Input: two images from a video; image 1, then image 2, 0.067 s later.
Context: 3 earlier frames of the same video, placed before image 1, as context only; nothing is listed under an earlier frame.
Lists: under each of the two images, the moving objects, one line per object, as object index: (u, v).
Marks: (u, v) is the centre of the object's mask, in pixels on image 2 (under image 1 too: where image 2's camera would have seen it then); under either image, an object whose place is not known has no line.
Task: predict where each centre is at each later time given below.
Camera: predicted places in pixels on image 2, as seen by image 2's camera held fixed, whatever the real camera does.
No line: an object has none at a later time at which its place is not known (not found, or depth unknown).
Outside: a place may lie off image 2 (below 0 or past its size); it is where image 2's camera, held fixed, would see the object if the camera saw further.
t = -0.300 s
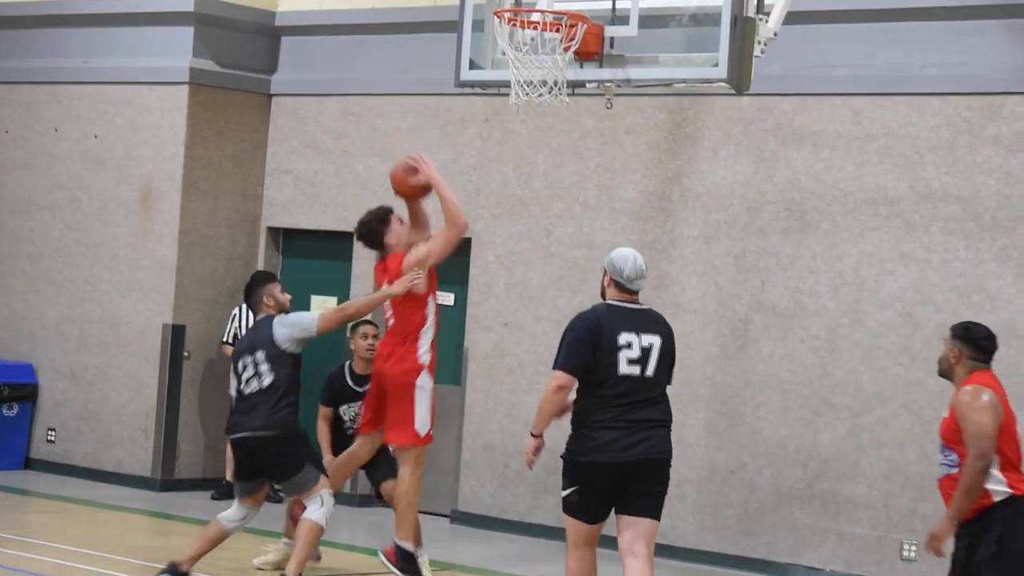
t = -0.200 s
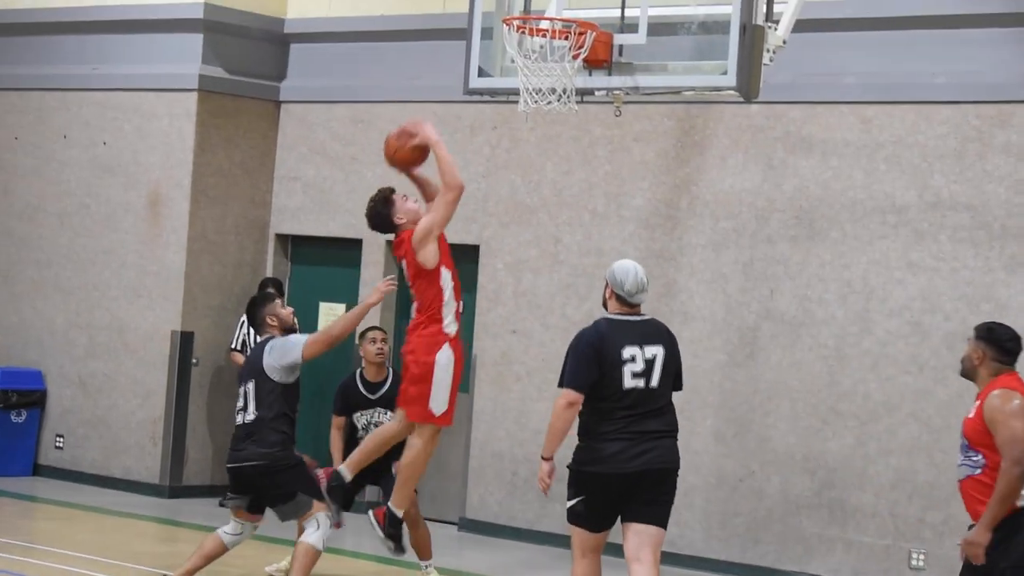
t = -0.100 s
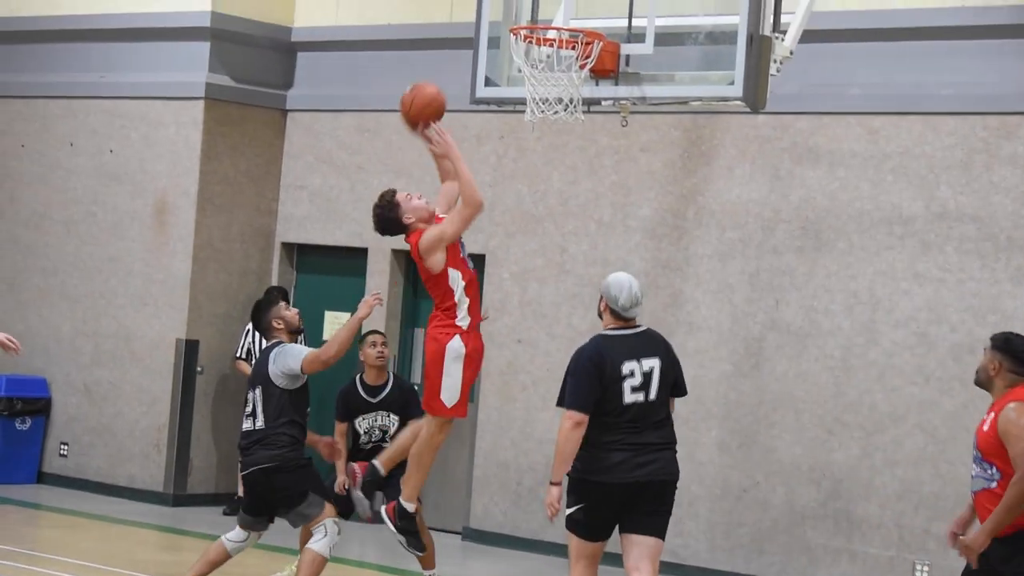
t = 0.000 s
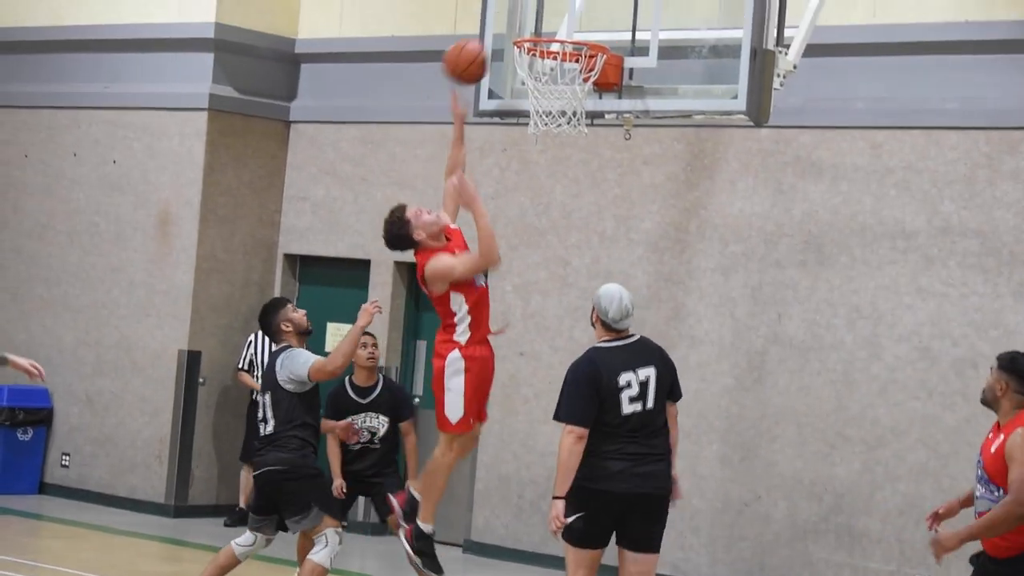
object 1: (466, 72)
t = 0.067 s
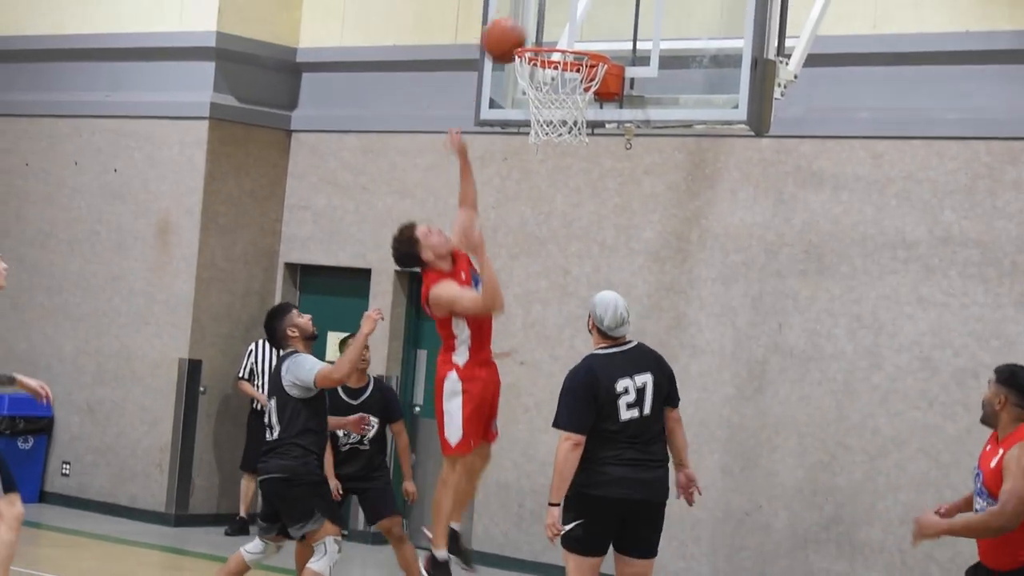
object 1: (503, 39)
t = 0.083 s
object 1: (511, 32)
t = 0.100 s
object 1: (521, 28)
